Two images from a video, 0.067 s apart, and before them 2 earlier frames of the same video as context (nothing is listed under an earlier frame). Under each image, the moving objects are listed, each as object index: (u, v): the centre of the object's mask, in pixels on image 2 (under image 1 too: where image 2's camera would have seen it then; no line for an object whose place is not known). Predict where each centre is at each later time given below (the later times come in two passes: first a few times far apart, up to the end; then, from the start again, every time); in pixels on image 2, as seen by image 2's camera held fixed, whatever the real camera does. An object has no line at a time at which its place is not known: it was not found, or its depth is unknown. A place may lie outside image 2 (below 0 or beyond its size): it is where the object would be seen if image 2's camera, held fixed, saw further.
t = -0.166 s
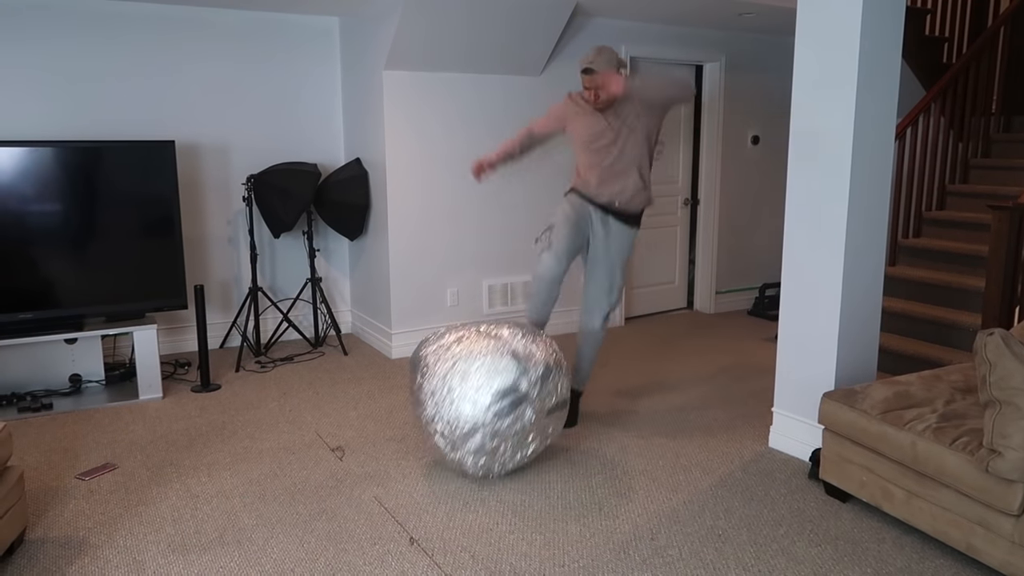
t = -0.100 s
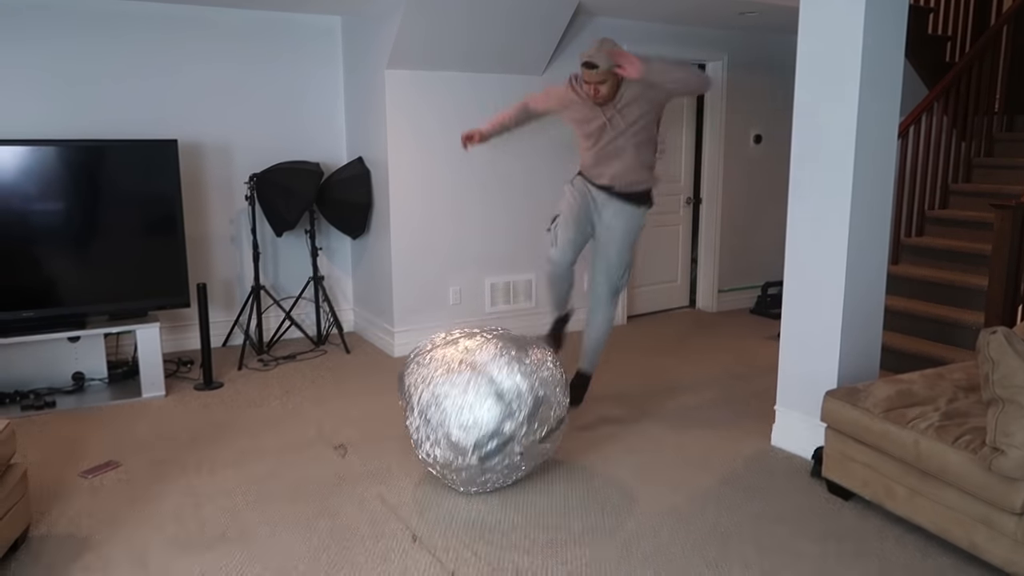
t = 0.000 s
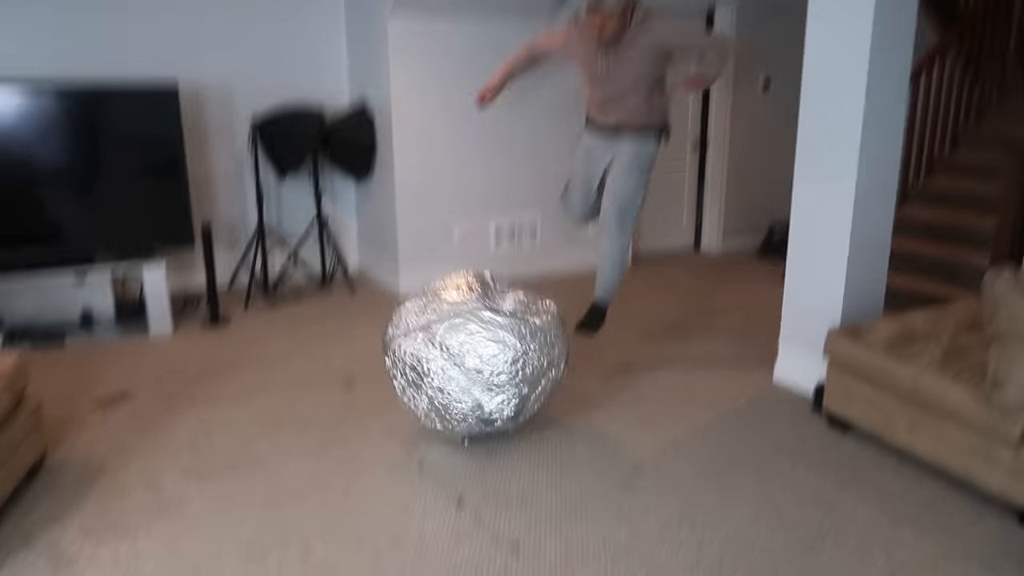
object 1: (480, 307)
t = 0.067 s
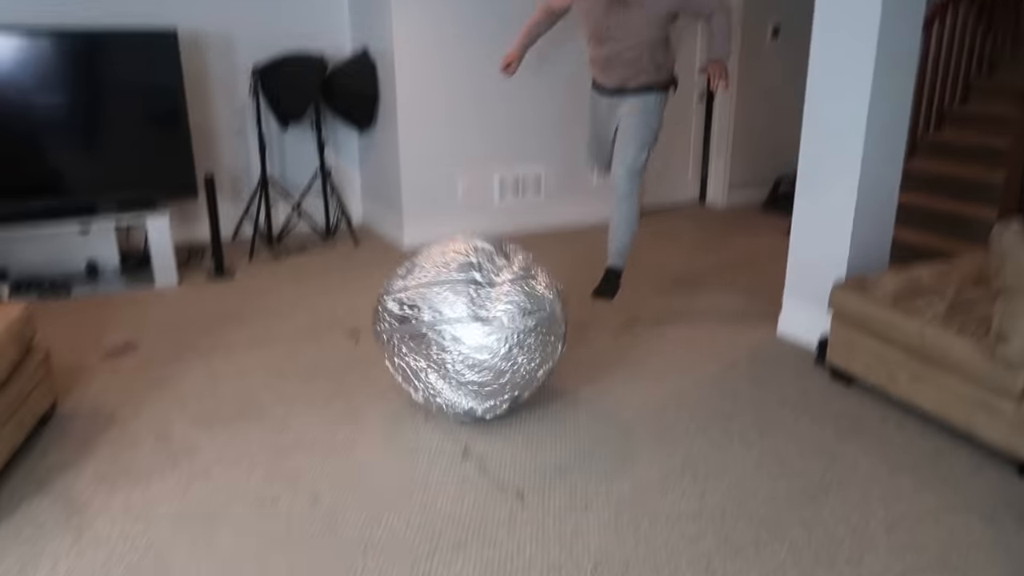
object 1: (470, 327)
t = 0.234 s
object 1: (451, 350)
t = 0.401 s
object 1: (423, 395)
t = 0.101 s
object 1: (467, 334)
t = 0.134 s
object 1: (464, 348)
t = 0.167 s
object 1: (459, 346)
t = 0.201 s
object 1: (455, 344)
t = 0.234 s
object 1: (451, 350)
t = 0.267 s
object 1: (447, 359)
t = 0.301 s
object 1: (442, 374)
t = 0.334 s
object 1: (438, 385)
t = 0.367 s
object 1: (430, 389)
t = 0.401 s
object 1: (423, 395)
